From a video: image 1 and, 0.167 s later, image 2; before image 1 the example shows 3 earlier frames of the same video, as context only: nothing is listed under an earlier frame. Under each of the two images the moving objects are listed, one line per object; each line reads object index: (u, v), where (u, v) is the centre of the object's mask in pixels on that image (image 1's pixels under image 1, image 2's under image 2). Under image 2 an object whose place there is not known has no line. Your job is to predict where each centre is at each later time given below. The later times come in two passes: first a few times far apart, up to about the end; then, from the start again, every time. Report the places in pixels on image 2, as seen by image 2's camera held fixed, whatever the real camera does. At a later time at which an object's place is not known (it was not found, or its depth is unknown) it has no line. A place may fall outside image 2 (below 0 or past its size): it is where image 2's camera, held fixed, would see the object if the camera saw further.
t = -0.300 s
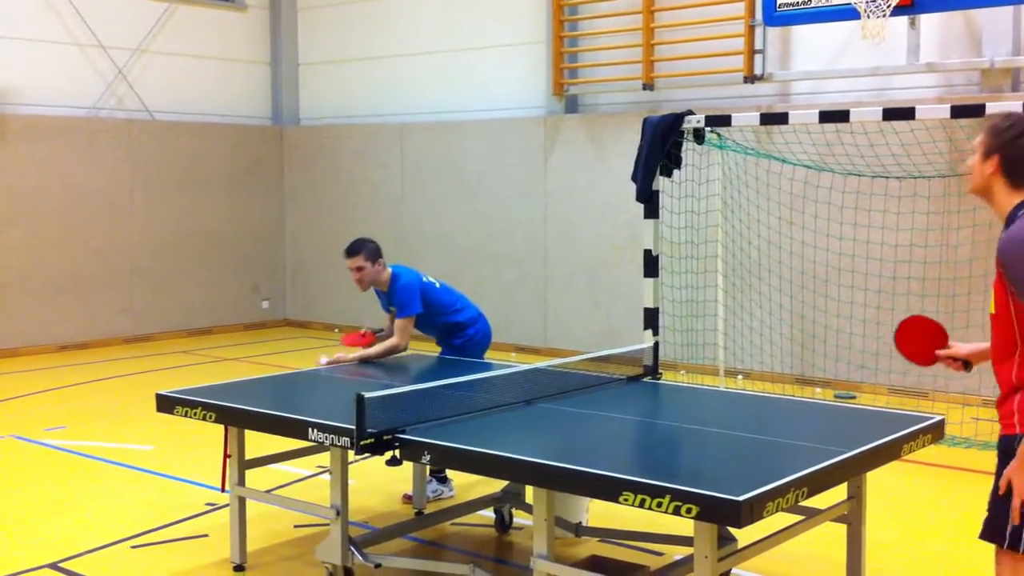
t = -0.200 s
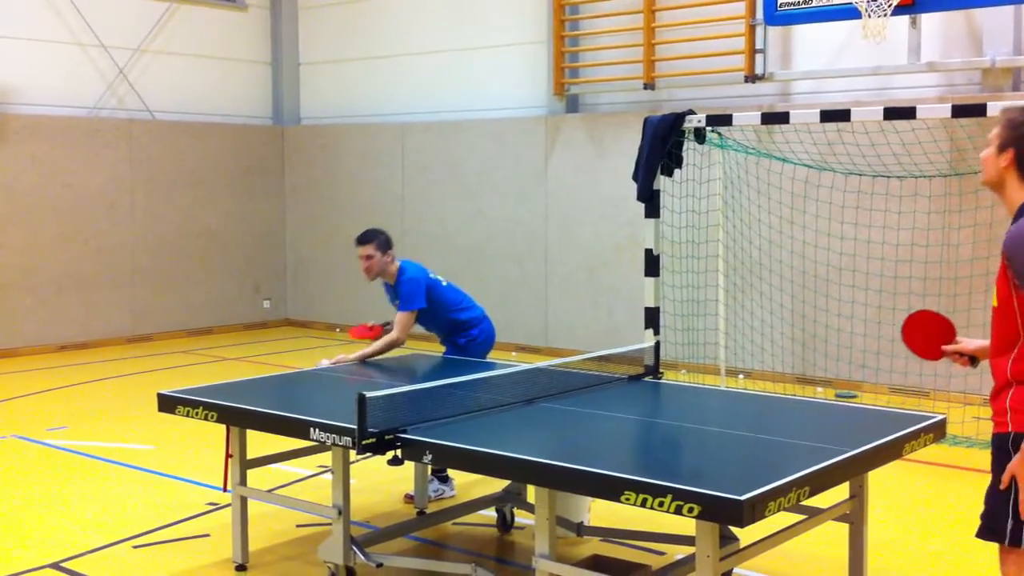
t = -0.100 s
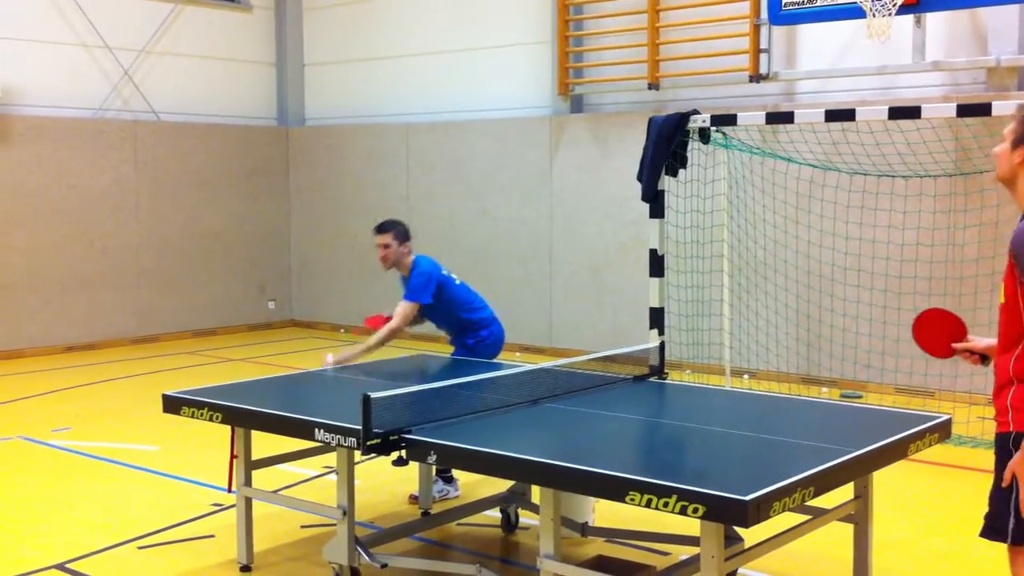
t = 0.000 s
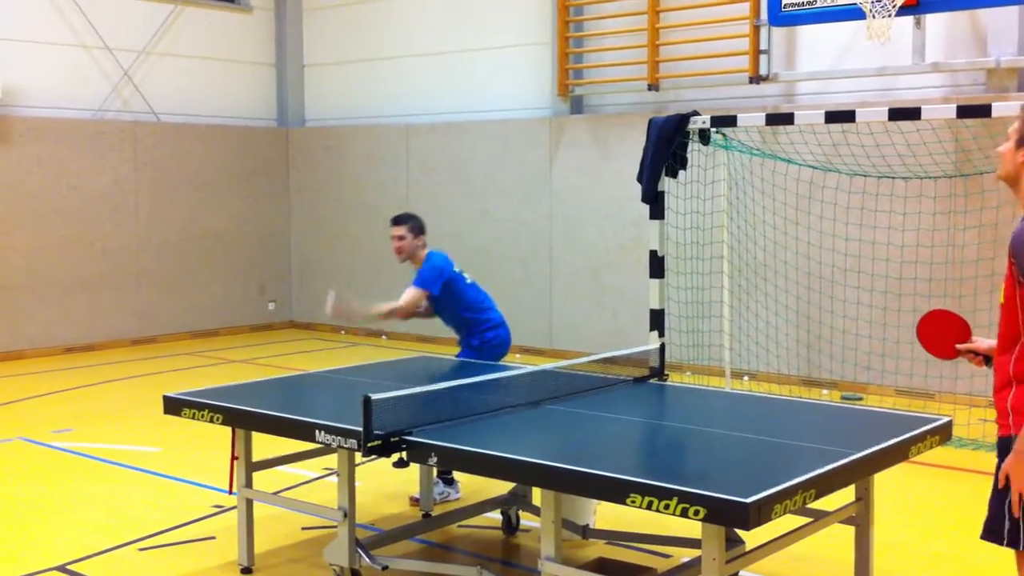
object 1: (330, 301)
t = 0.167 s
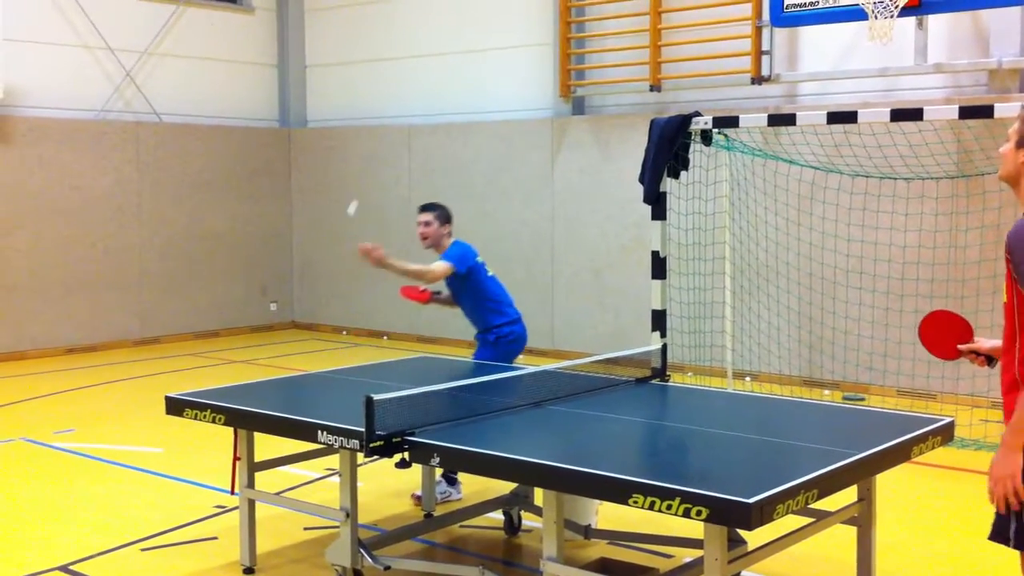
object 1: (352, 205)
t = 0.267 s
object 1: (366, 172)
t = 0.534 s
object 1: (395, 191)
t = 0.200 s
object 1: (358, 187)
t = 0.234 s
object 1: (361, 181)
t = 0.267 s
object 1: (366, 172)
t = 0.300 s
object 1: (369, 168)
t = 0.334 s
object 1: (372, 165)
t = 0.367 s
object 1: (376, 165)
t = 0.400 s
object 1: (379, 166)
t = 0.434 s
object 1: (383, 170)
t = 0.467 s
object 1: (388, 175)
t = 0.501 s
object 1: (392, 181)
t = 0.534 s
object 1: (395, 191)
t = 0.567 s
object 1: (399, 207)
